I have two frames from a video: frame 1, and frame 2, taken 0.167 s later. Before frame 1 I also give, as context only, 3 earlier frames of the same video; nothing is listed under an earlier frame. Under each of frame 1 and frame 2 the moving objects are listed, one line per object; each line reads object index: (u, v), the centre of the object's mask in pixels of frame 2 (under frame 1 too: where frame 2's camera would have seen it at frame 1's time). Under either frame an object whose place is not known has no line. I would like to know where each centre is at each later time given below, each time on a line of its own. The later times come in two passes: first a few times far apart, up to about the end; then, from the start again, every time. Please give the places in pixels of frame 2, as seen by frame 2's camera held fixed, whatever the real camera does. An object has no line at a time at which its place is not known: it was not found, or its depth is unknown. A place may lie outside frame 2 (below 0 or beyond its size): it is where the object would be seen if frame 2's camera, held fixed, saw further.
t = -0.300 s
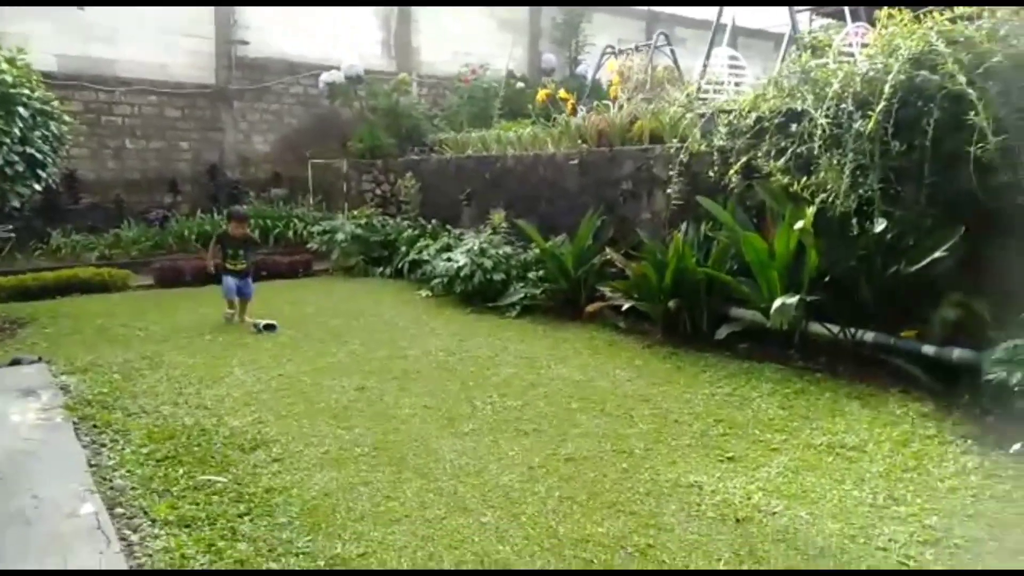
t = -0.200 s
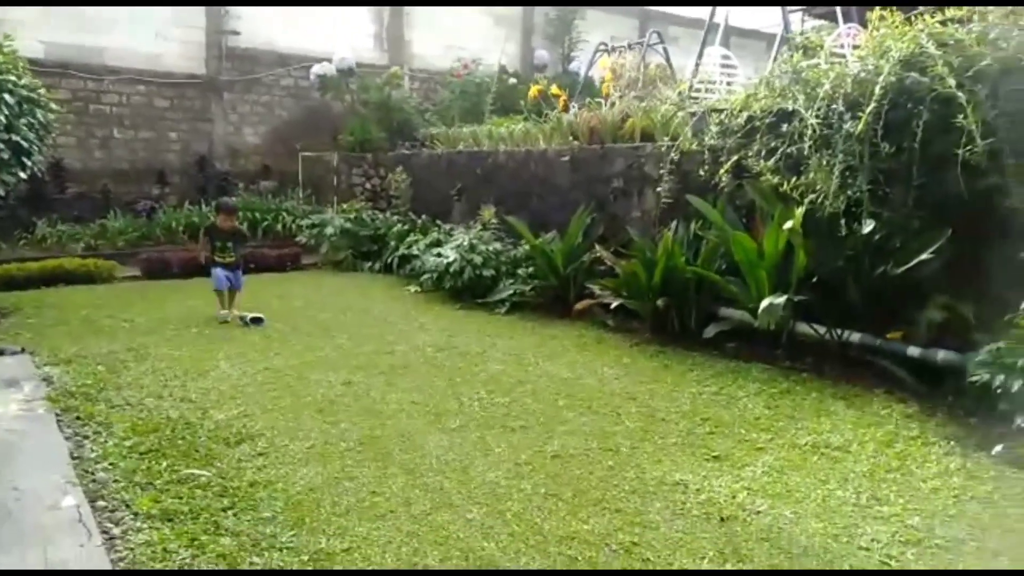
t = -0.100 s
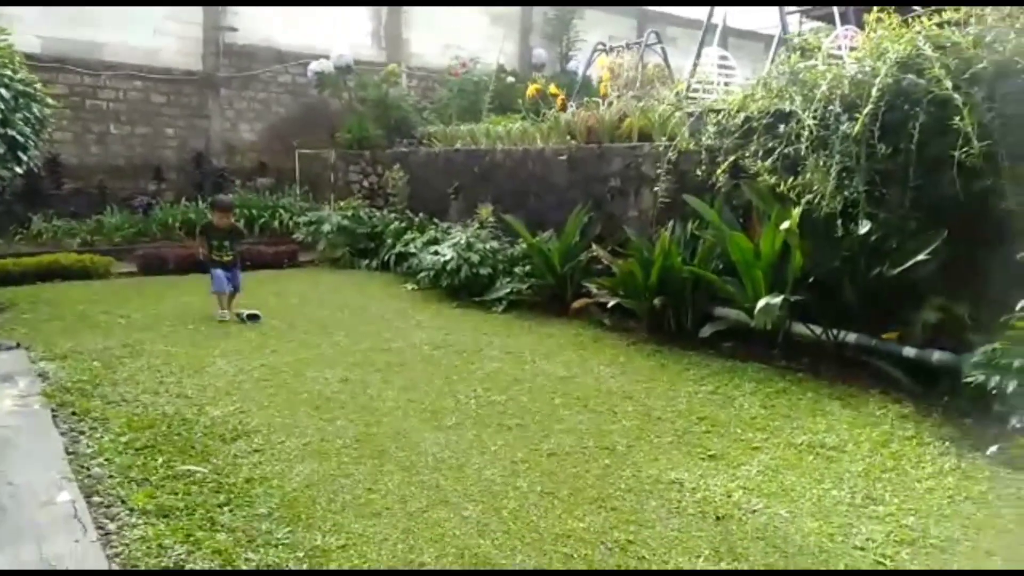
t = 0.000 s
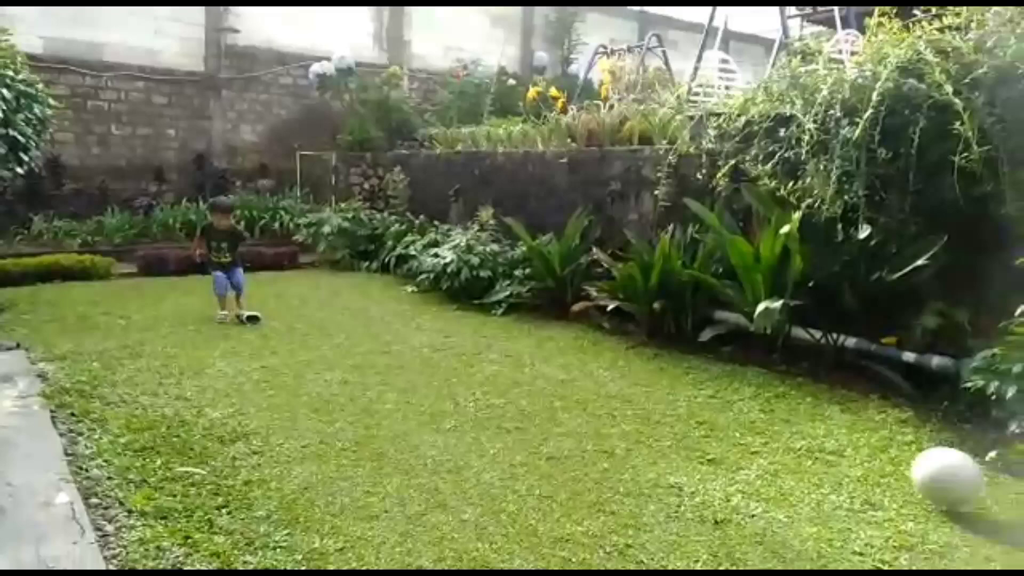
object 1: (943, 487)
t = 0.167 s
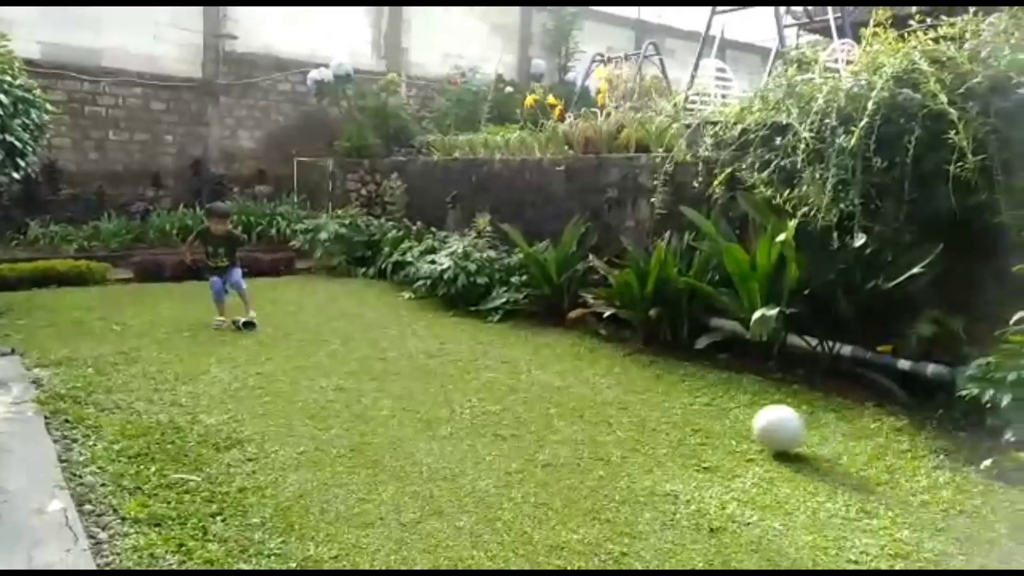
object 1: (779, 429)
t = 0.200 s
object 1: (756, 423)
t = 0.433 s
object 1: (629, 377)
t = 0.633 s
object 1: (557, 348)
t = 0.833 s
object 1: (507, 332)
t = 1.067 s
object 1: (462, 318)
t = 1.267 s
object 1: (428, 310)
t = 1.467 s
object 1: (400, 302)
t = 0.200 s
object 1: (756, 423)
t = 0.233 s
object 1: (734, 416)
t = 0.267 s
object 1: (713, 407)
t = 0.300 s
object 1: (693, 399)
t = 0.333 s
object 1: (674, 394)
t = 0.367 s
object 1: (657, 390)
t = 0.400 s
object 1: (643, 383)
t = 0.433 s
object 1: (629, 377)
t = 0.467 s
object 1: (614, 373)
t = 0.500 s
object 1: (600, 370)
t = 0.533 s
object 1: (588, 364)
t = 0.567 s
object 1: (577, 357)
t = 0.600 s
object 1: (567, 351)
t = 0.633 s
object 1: (557, 348)
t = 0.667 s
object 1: (547, 348)
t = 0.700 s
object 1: (537, 347)
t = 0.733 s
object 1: (529, 342)
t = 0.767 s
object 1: (522, 337)
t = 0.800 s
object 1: (514, 334)
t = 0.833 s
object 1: (507, 332)
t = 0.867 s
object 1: (499, 332)
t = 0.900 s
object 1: (492, 329)
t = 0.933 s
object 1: (486, 325)
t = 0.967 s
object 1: (479, 321)
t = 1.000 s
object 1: (473, 319)
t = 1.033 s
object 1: (468, 317)
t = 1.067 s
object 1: (462, 318)
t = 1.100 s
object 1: (456, 318)
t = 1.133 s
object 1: (450, 315)
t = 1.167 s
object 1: (444, 313)
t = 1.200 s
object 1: (439, 312)
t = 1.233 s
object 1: (434, 312)
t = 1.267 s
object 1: (428, 310)
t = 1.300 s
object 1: (423, 308)
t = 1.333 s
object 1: (418, 307)
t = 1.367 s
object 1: (413, 305)
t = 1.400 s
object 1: (408, 303)
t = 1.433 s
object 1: (404, 303)
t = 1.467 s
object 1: (400, 302)
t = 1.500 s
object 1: (395, 300)
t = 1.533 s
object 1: (391, 299)
